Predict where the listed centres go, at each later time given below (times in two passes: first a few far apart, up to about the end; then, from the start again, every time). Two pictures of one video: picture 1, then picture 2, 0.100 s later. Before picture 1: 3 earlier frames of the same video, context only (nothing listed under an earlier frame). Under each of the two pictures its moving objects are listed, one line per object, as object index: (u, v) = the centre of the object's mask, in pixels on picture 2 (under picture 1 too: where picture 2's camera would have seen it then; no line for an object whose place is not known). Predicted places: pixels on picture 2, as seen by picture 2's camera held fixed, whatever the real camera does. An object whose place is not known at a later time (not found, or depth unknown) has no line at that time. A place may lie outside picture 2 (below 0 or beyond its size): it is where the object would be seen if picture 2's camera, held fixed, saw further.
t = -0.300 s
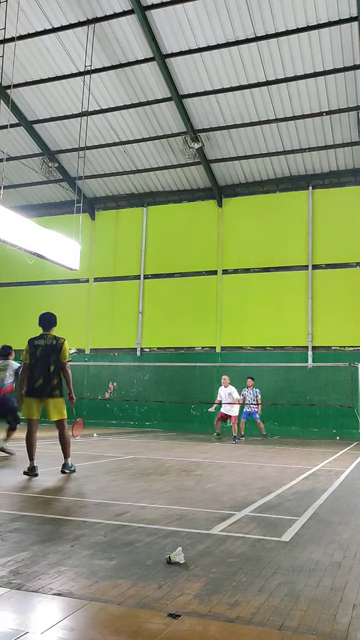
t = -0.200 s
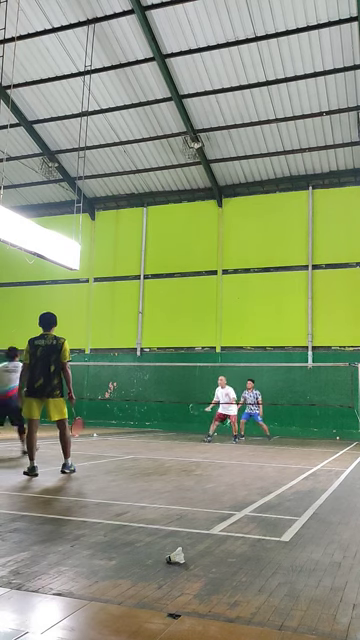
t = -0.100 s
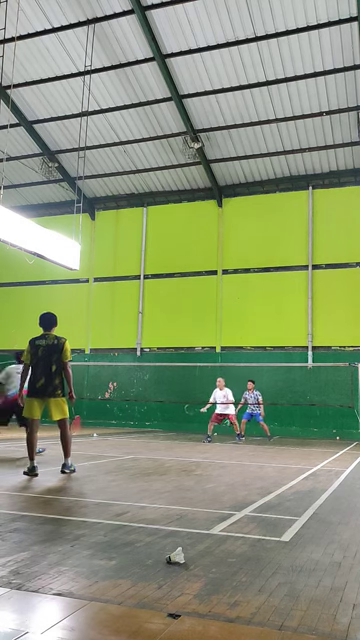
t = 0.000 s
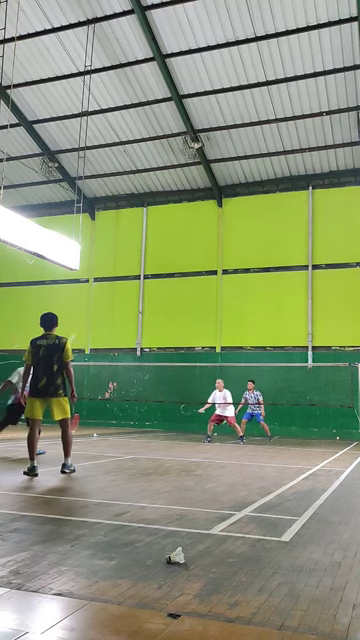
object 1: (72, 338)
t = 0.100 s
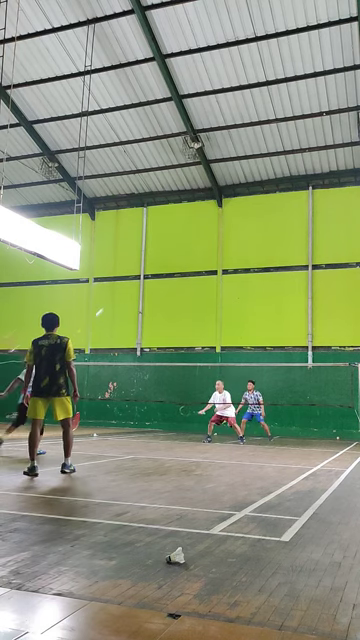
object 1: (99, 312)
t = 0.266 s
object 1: (128, 292)
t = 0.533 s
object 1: (155, 292)
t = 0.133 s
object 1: (106, 306)
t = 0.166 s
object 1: (112, 301)
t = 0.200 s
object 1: (118, 297)
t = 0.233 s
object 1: (123, 294)
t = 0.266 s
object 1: (128, 292)
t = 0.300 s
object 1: (132, 290)
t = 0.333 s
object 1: (136, 289)
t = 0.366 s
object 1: (140, 289)
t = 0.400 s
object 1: (143, 289)
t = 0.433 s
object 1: (146, 289)
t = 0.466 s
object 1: (149, 289)
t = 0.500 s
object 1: (152, 290)
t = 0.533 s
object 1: (155, 292)
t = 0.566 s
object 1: (157, 294)
